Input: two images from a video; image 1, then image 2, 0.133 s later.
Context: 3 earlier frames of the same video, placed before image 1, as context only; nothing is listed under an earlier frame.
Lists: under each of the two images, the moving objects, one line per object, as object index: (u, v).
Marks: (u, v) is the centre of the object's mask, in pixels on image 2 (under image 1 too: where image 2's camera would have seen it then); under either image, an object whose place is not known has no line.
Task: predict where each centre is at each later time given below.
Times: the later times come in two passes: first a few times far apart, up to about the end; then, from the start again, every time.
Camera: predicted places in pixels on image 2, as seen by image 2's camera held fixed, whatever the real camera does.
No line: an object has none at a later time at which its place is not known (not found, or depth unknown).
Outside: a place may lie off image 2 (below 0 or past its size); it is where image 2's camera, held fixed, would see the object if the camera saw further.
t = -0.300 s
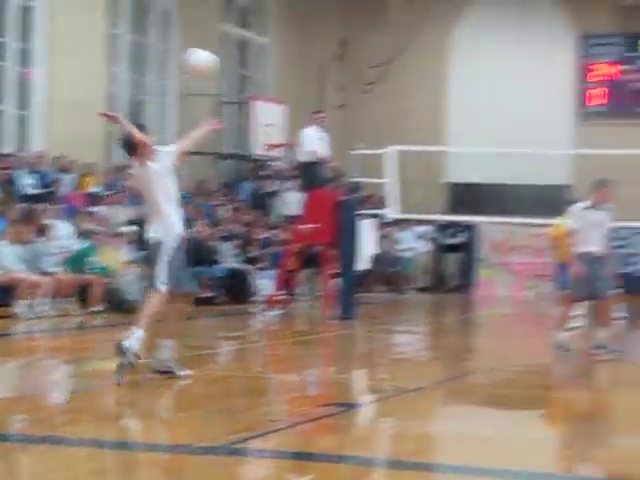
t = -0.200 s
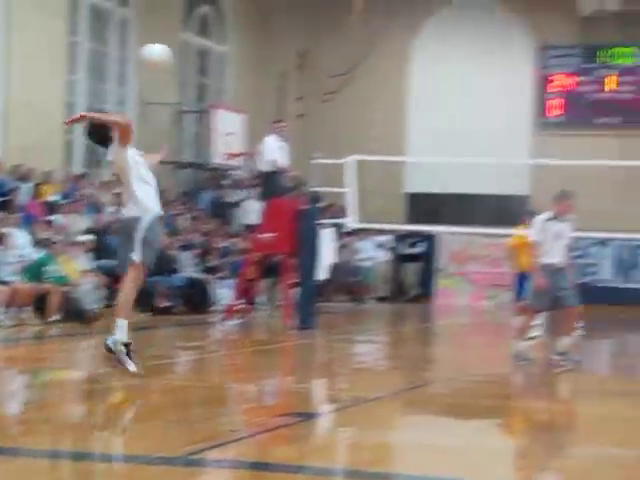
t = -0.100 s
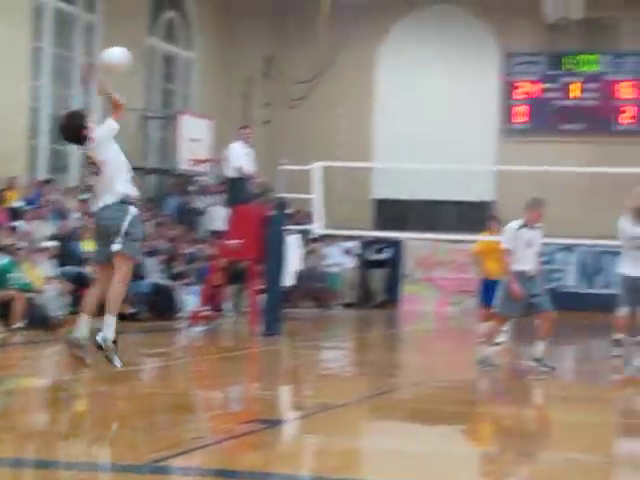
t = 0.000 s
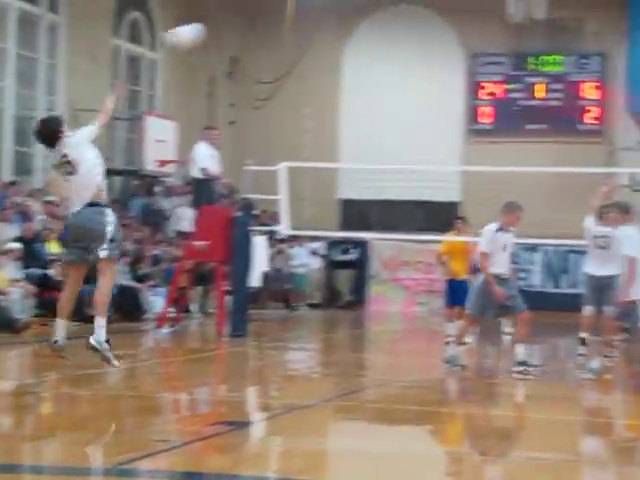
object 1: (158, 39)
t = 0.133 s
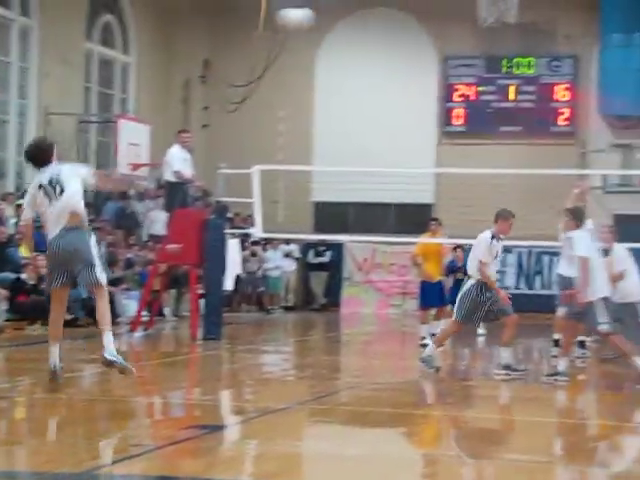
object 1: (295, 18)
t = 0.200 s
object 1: (353, 14)
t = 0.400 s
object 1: (489, 30)
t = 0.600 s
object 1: (587, 73)
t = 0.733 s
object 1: (632, 116)
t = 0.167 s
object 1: (324, 15)
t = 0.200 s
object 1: (353, 14)
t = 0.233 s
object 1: (378, 13)
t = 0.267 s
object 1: (403, 15)
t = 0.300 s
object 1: (427, 17)
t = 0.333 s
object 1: (449, 20)
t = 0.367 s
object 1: (469, 24)
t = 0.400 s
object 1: (489, 30)
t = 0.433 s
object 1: (507, 35)
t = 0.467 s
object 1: (525, 42)
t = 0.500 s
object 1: (542, 48)
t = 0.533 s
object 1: (558, 56)
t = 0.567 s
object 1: (573, 65)
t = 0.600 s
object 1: (587, 73)
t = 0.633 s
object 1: (600, 84)
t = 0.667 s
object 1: (611, 94)
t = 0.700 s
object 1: (623, 105)
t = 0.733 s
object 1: (632, 116)
